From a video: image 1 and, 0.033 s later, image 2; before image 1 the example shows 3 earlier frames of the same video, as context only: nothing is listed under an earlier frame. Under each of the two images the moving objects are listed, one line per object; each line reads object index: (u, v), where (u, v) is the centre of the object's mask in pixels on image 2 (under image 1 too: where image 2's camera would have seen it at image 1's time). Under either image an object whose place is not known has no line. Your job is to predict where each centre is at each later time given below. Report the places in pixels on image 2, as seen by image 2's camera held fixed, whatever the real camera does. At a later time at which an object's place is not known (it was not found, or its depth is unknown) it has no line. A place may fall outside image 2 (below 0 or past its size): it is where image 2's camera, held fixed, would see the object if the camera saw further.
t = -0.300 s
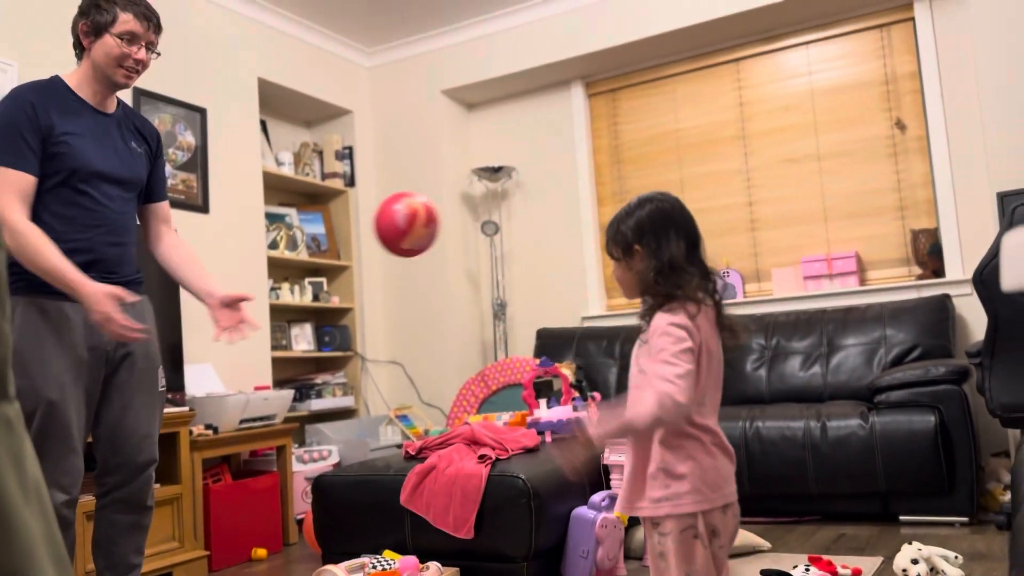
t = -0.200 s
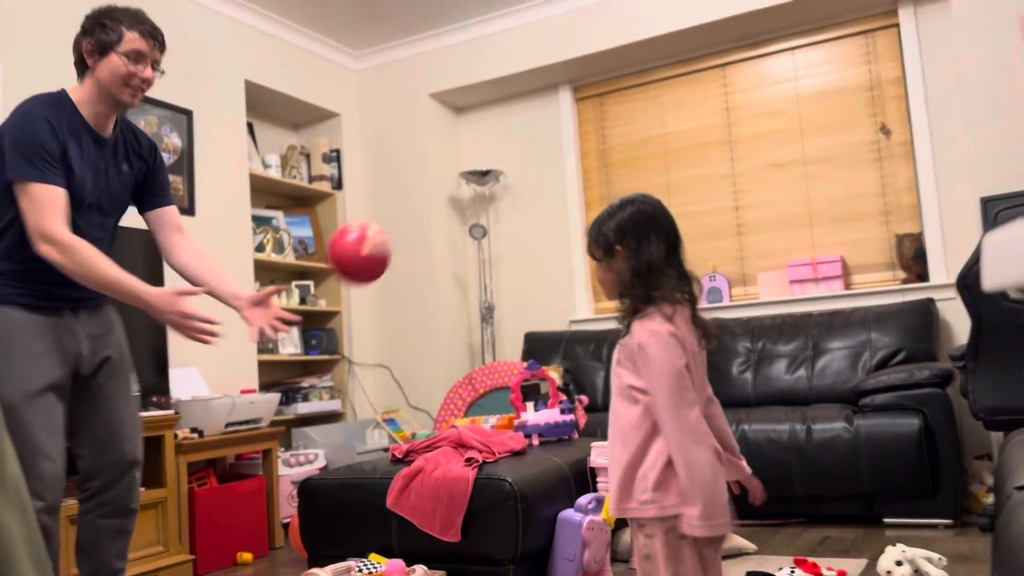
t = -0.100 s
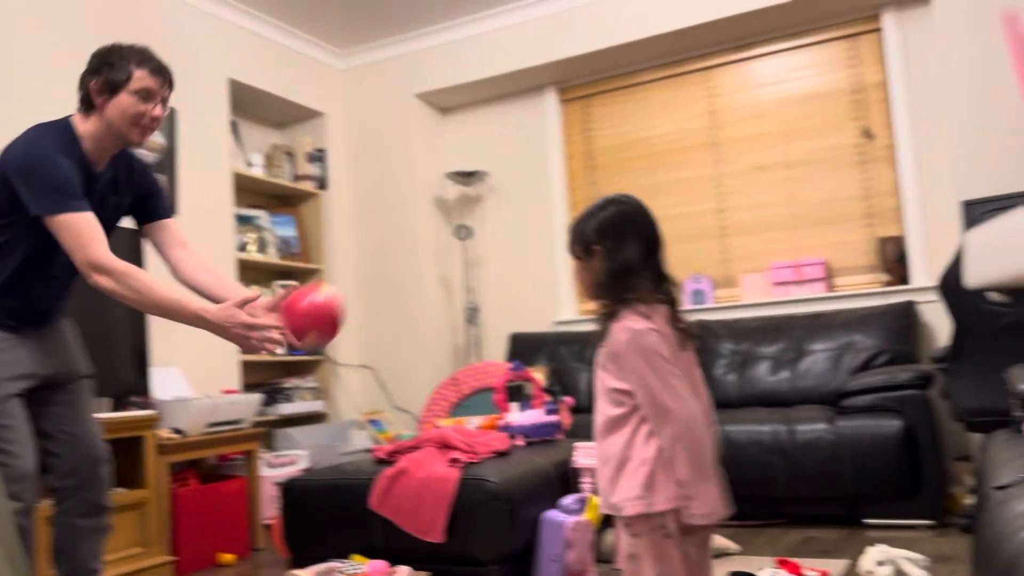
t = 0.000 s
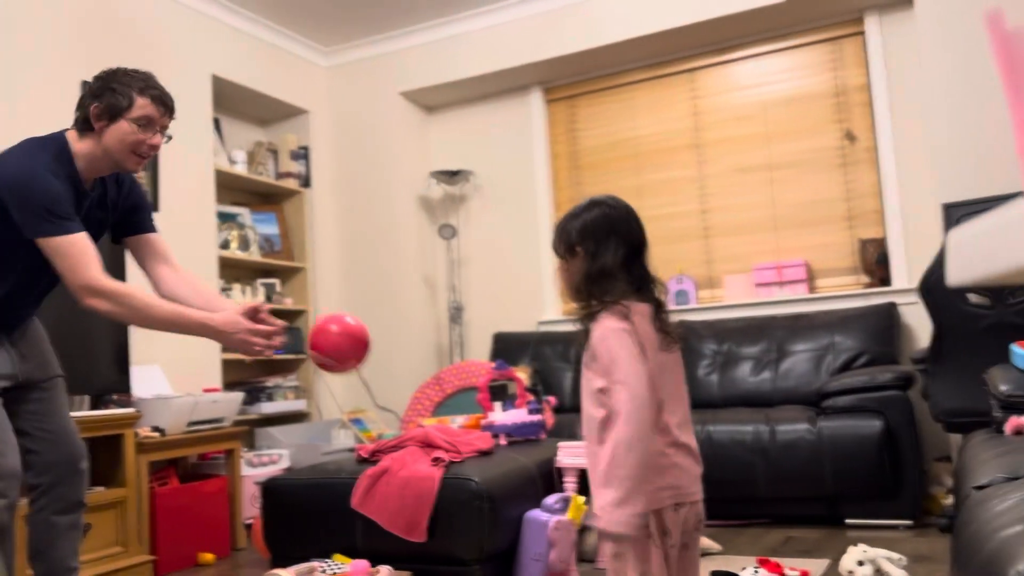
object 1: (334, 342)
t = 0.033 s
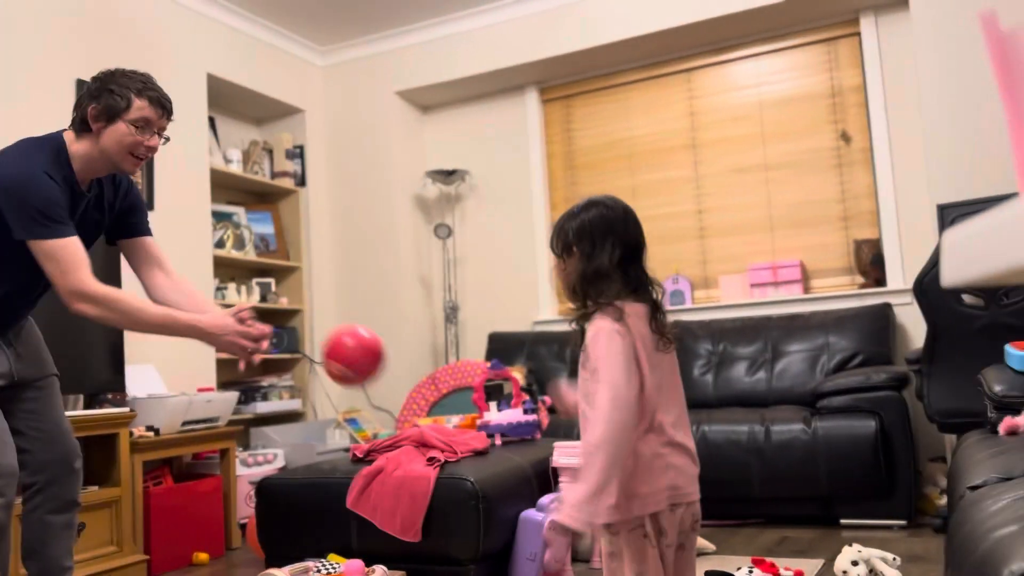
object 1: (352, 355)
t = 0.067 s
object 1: (371, 372)
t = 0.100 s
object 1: (391, 394)
